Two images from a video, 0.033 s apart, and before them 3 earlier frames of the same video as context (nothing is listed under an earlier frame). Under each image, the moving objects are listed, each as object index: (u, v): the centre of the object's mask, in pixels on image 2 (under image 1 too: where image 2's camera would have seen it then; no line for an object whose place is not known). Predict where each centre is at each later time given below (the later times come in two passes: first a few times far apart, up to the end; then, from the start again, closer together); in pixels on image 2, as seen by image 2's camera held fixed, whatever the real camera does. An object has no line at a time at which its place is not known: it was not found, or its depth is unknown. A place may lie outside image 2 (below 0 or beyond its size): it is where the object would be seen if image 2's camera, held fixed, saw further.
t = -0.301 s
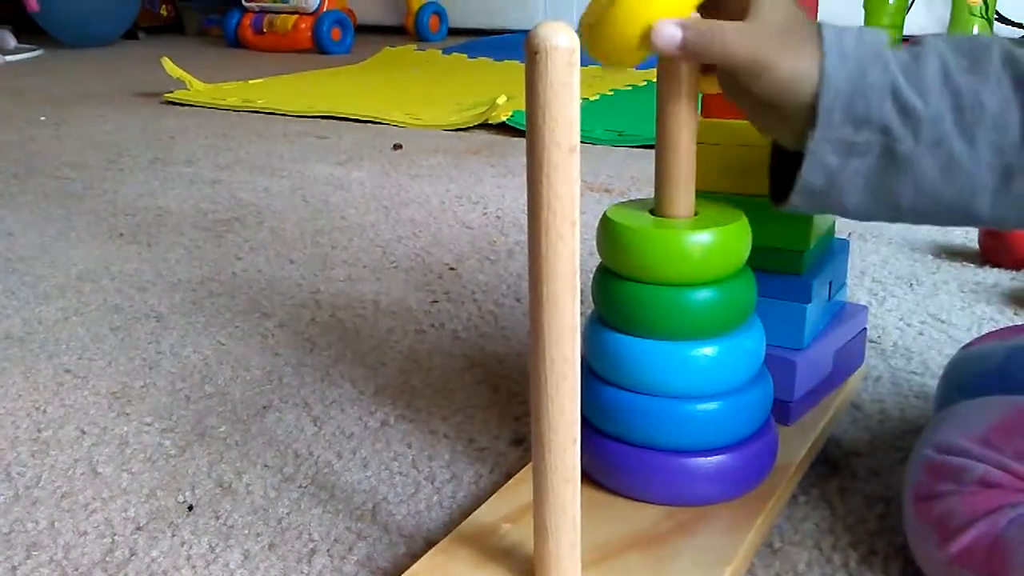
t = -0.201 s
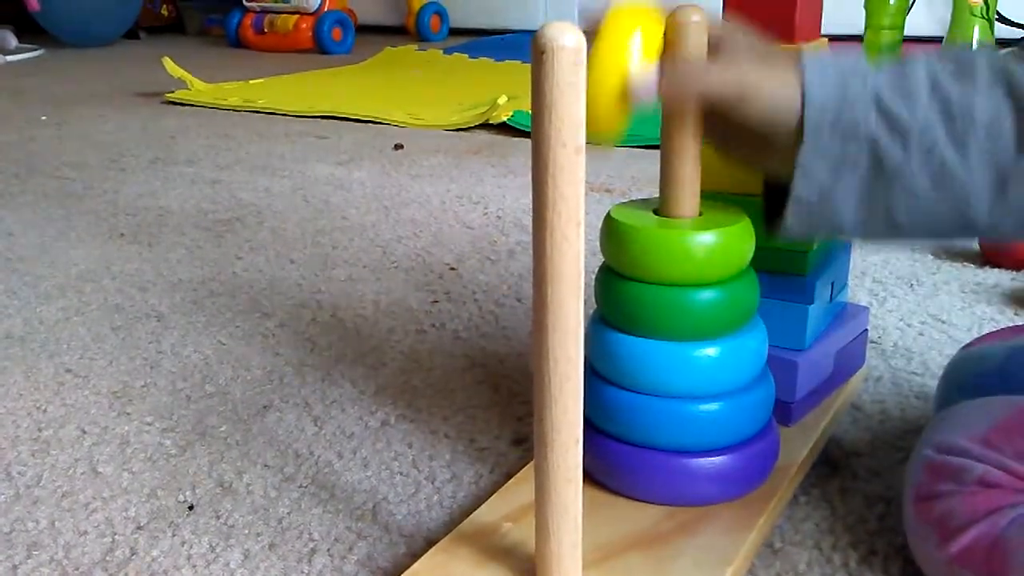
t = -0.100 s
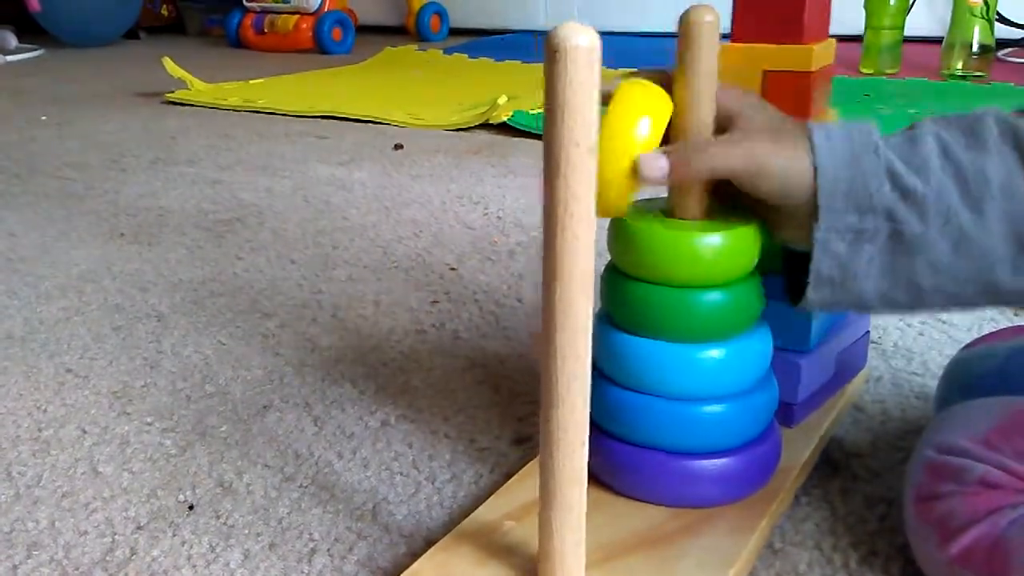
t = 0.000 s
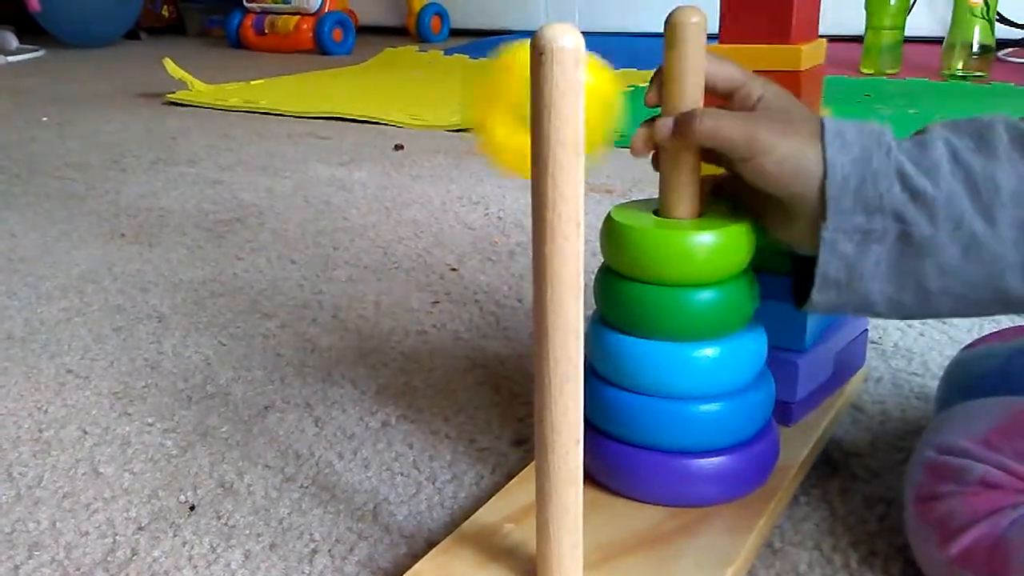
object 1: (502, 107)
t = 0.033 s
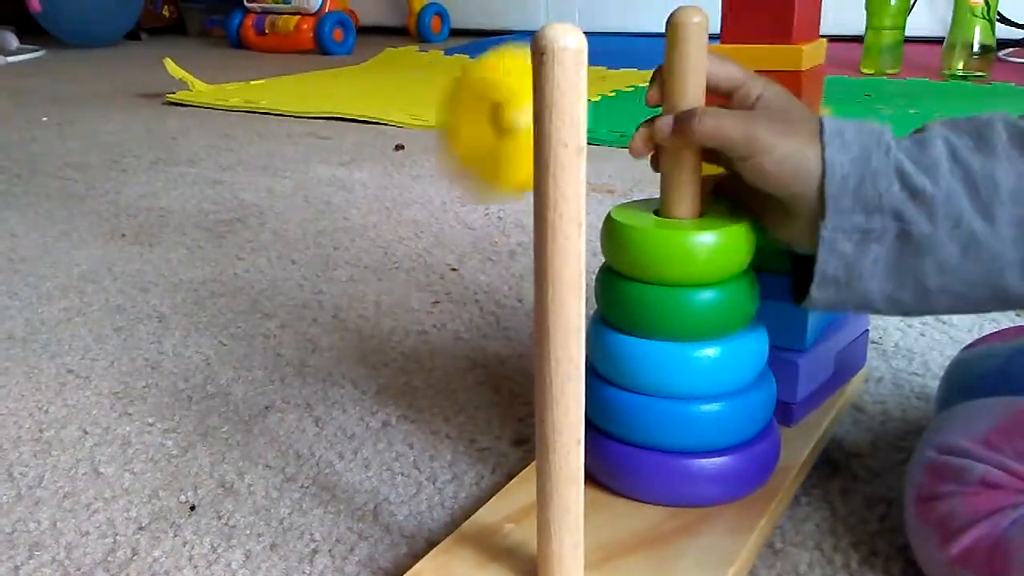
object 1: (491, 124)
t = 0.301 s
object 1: (264, 354)
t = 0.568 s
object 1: (154, 379)
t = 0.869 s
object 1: (199, 373)
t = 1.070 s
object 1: (207, 375)
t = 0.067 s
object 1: (476, 160)
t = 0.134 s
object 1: (401, 347)
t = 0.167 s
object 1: (375, 443)
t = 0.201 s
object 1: (344, 436)
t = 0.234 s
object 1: (316, 384)
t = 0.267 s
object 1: (286, 353)
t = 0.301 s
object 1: (264, 354)
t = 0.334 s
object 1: (242, 377)
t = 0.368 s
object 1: (224, 391)
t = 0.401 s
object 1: (210, 374)
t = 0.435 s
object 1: (195, 374)
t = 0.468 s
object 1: (185, 387)
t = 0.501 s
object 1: (172, 382)
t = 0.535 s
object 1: (162, 383)
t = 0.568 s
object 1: (154, 379)
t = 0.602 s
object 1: (147, 377)
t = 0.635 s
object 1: (144, 374)
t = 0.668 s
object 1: (143, 371)
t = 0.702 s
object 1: (145, 369)
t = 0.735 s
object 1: (150, 367)
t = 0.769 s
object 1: (160, 367)
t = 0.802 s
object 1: (176, 371)
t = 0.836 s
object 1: (190, 377)
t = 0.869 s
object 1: (199, 373)
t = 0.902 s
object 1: (206, 375)
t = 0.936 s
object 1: (207, 375)
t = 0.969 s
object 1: (207, 375)
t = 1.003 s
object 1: (207, 375)
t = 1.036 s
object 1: (207, 375)
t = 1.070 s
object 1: (207, 375)
